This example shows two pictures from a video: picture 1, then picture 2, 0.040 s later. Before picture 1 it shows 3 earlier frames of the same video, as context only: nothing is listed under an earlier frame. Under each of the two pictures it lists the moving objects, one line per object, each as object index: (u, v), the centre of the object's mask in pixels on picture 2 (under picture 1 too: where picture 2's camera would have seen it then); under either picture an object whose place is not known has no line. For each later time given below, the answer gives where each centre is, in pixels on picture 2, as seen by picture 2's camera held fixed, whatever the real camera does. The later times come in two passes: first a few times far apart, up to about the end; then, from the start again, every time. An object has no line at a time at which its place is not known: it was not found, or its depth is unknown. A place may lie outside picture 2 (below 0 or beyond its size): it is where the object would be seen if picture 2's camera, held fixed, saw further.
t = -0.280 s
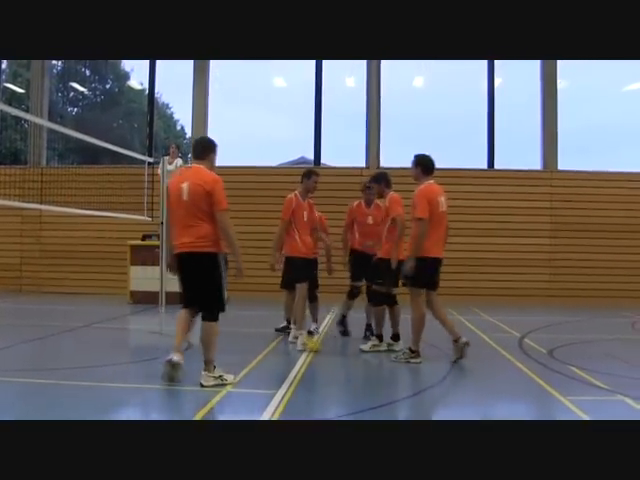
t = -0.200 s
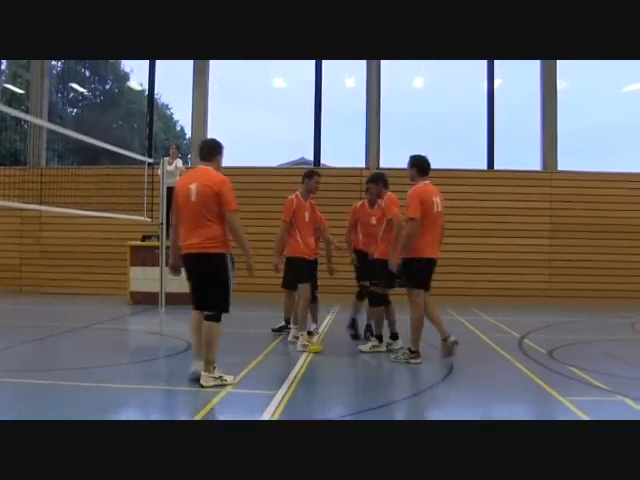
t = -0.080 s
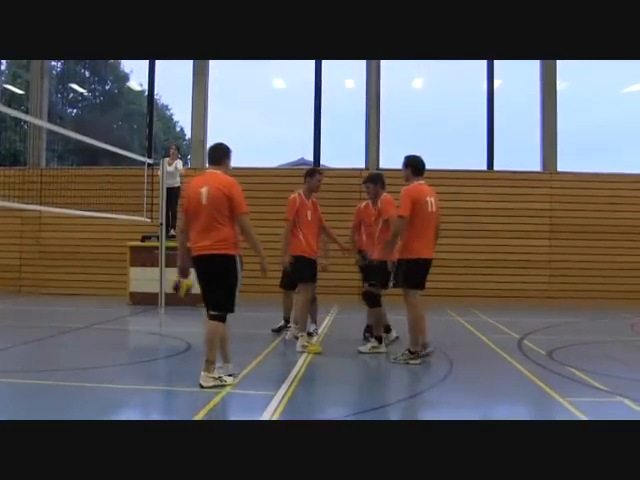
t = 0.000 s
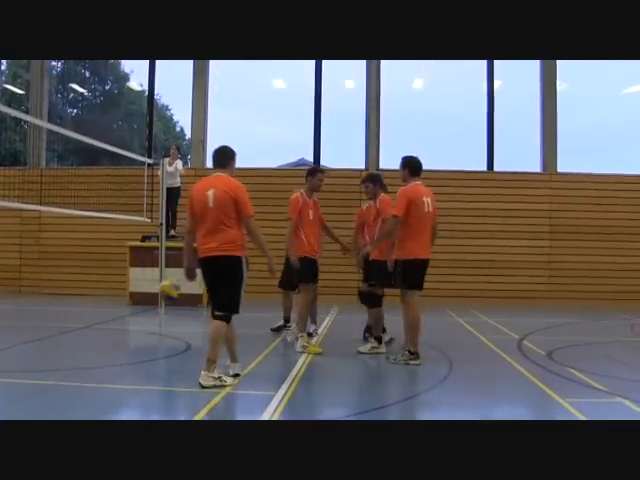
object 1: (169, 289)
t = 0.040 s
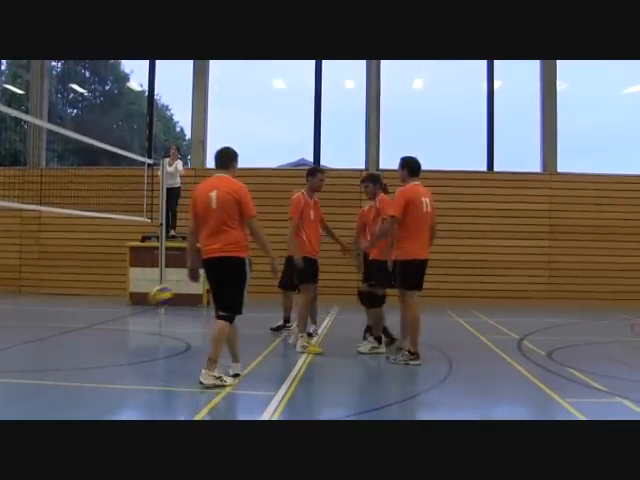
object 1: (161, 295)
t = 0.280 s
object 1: (118, 339)
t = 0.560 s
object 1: (68, 303)
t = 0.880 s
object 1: (9, 339)
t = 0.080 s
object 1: (153, 303)
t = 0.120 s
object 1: (146, 311)
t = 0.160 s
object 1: (139, 323)
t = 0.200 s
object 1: (133, 334)
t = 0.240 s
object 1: (124, 345)
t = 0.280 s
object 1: (118, 339)
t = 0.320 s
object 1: (112, 329)
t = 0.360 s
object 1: (104, 319)
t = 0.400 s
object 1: (96, 313)
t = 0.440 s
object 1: (89, 308)
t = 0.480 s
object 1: (83, 305)
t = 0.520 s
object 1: (76, 304)
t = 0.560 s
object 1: (68, 303)
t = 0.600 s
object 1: (62, 305)
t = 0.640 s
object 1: (54, 309)
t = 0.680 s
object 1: (46, 314)
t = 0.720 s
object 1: (40, 321)
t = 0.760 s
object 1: (32, 330)
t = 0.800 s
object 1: (25, 340)
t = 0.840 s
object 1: (17, 347)
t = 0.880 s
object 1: (9, 339)
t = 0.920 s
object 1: (2, 332)
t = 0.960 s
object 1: (-5, 325)
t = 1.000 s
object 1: (-13, 321)
